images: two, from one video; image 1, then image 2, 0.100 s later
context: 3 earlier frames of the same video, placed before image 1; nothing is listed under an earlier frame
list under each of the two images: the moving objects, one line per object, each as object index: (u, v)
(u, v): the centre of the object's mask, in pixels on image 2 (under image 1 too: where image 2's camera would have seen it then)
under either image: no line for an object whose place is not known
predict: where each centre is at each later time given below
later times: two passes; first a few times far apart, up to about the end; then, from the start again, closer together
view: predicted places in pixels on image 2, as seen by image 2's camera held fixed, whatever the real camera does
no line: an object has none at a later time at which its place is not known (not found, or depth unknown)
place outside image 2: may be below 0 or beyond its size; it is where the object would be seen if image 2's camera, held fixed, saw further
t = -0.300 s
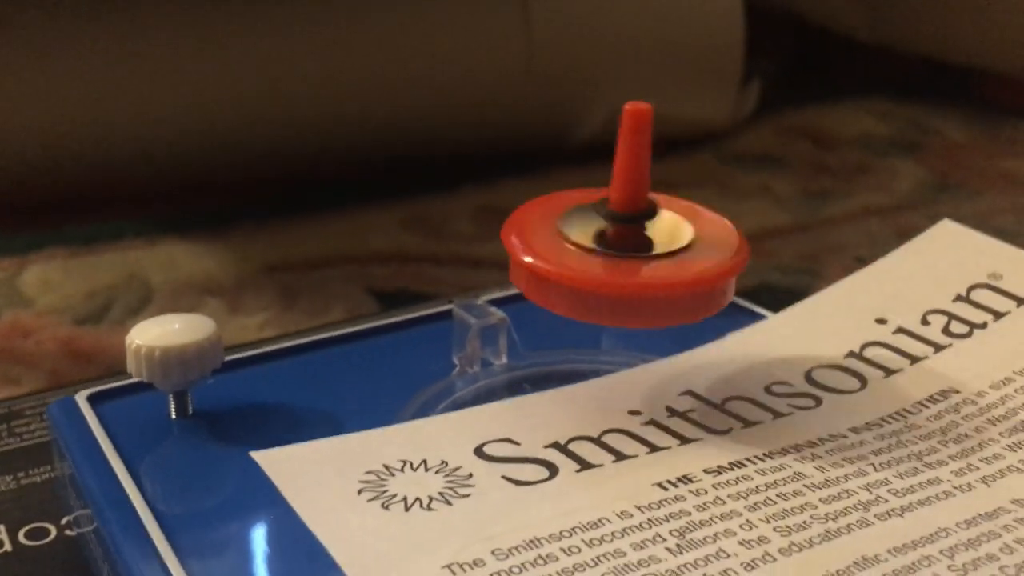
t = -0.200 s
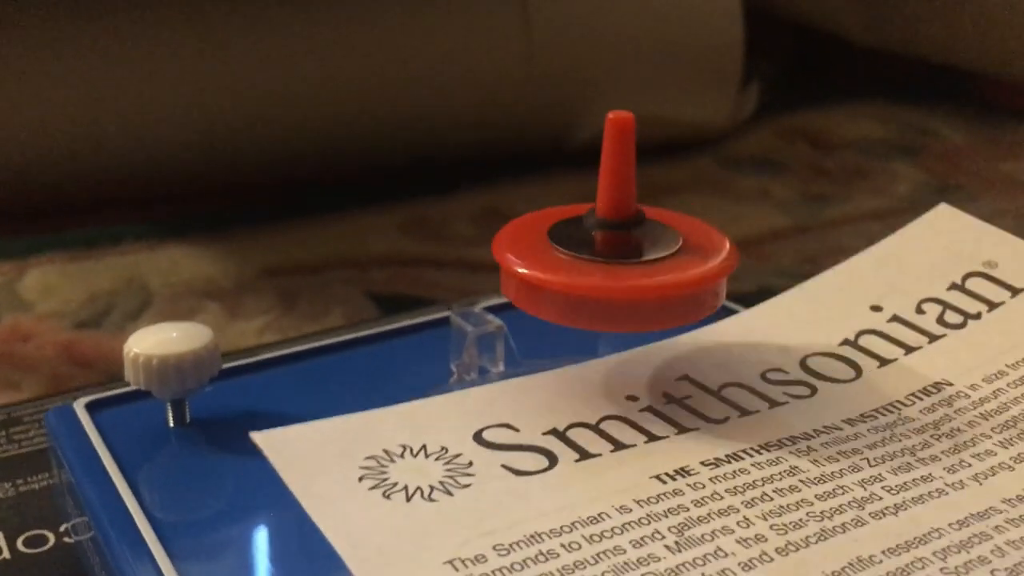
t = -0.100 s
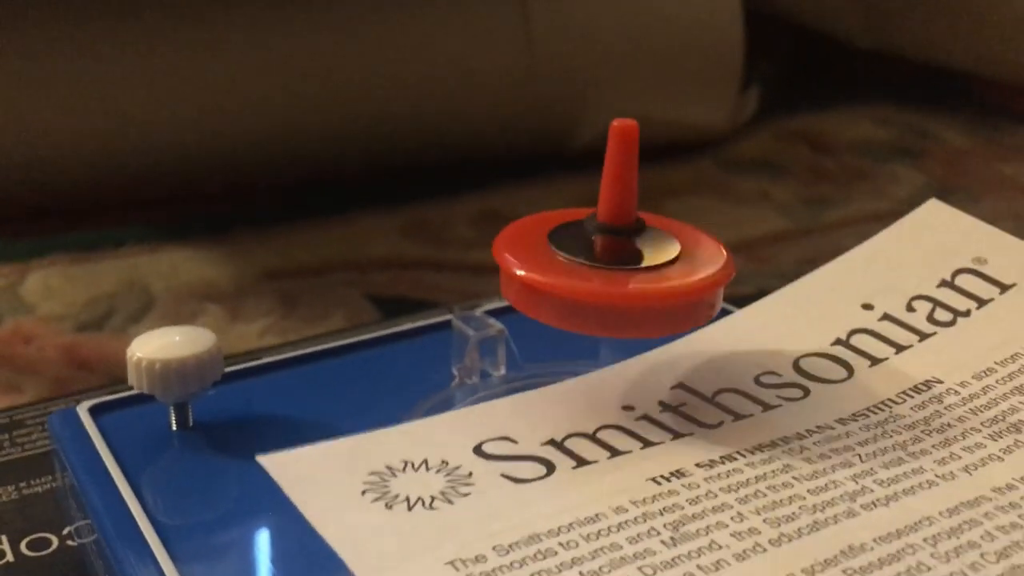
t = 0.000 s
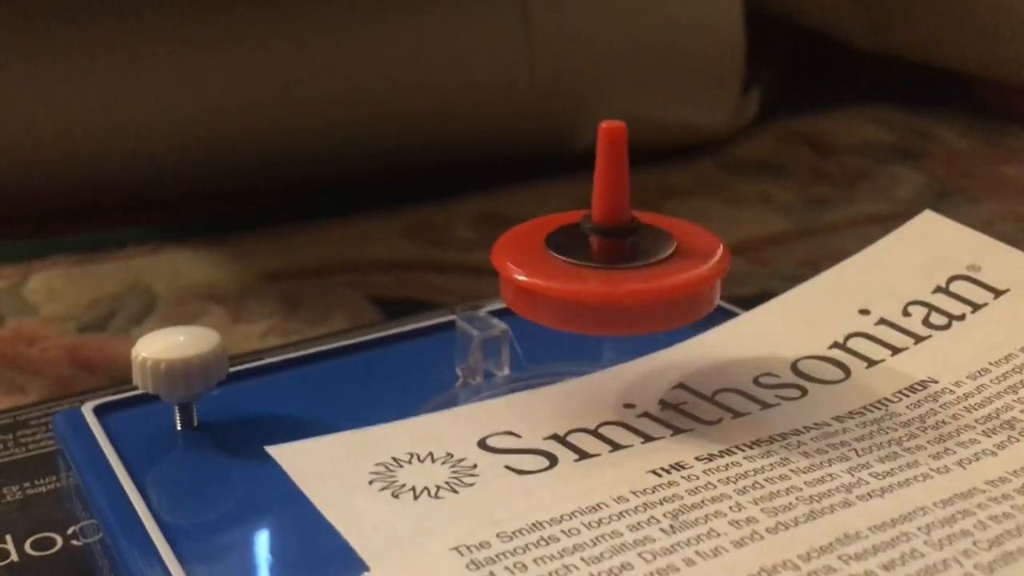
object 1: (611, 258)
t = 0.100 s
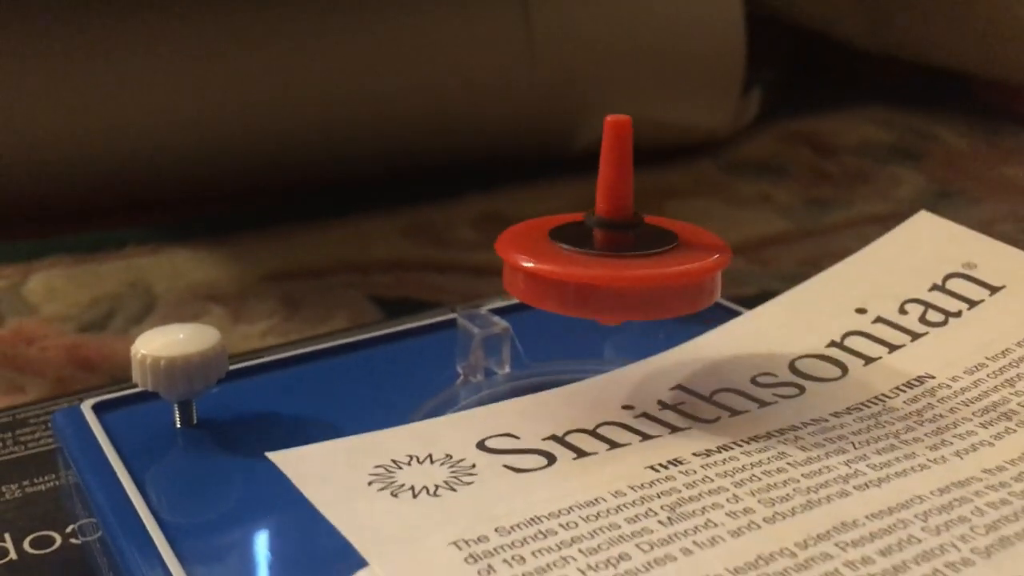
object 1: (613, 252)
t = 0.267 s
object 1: (612, 248)
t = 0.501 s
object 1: (604, 250)
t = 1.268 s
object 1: (627, 244)
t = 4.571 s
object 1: (612, 249)
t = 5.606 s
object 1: (617, 254)
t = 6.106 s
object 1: (605, 250)
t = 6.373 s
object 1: (609, 258)
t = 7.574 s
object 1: (600, 264)
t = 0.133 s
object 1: (615, 252)
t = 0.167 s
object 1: (615, 252)
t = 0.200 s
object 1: (614, 252)
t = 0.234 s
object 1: (613, 251)
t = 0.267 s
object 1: (612, 248)
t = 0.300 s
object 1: (611, 246)
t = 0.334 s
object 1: (612, 244)
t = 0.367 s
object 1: (612, 243)
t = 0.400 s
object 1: (612, 244)
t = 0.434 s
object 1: (610, 245)
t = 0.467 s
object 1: (607, 247)
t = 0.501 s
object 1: (604, 250)
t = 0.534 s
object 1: (601, 252)
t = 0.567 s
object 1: (598, 254)
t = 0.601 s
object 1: (597, 257)
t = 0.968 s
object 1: (616, 266)
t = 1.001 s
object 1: (617, 262)
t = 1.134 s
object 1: (627, 247)
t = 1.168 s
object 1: (629, 246)
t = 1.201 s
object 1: (629, 245)
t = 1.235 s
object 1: (629, 244)
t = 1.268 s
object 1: (627, 244)
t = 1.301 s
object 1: (625, 245)
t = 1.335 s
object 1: (626, 246)
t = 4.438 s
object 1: (620, 250)
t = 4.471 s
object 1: (620, 250)
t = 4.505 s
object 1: (618, 250)
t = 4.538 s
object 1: (615, 249)
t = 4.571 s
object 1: (612, 249)
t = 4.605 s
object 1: (611, 248)
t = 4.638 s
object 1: (610, 248)
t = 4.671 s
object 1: (608, 250)
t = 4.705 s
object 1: (606, 252)
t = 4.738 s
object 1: (602, 256)
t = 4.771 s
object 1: (598, 258)
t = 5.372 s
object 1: (628, 245)
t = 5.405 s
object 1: (628, 244)
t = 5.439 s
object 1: (628, 245)
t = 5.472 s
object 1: (625, 247)
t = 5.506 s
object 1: (622, 249)
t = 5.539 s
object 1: (620, 251)
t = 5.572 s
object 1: (618, 252)
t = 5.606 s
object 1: (617, 254)
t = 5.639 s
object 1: (617, 257)
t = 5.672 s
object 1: (616, 261)
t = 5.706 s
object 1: (614, 264)
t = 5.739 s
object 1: (611, 265)
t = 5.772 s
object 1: (608, 266)
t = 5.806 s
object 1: (606, 265)
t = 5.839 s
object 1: (606, 264)
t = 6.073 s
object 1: (603, 252)
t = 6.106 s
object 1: (605, 250)
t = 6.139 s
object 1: (606, 250)
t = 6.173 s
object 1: (606, 249)
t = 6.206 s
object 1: (605, 250)
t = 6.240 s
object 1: (604, 250)
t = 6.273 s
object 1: (604, 250)
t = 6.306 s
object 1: (605, 251)
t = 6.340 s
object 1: (607, 254)
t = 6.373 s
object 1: (609, 258)
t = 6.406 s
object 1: (610, 262)
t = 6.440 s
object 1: (610, 265)
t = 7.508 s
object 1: (598, 265)
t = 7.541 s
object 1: (599, 265)
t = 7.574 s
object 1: (600, 264)
